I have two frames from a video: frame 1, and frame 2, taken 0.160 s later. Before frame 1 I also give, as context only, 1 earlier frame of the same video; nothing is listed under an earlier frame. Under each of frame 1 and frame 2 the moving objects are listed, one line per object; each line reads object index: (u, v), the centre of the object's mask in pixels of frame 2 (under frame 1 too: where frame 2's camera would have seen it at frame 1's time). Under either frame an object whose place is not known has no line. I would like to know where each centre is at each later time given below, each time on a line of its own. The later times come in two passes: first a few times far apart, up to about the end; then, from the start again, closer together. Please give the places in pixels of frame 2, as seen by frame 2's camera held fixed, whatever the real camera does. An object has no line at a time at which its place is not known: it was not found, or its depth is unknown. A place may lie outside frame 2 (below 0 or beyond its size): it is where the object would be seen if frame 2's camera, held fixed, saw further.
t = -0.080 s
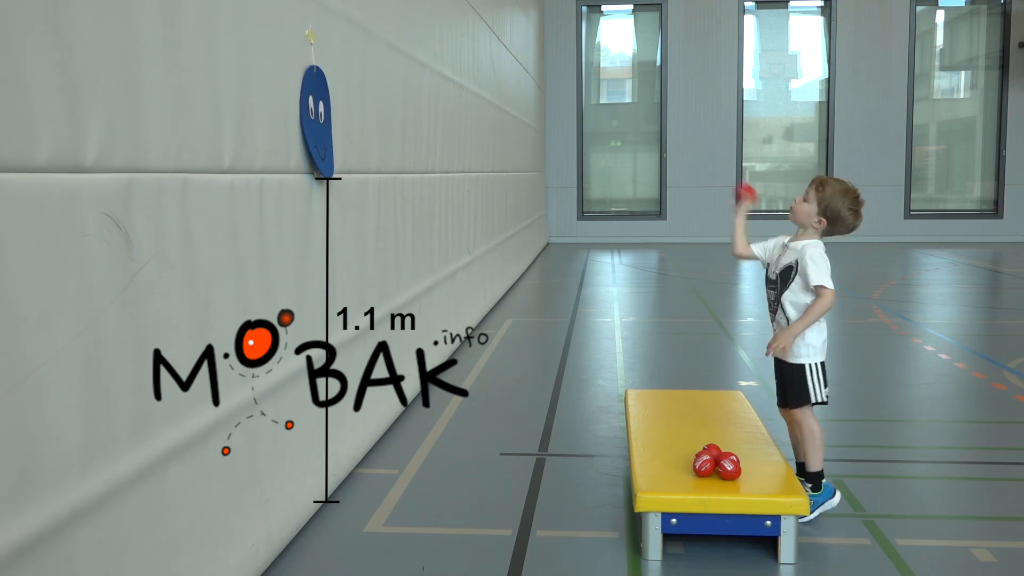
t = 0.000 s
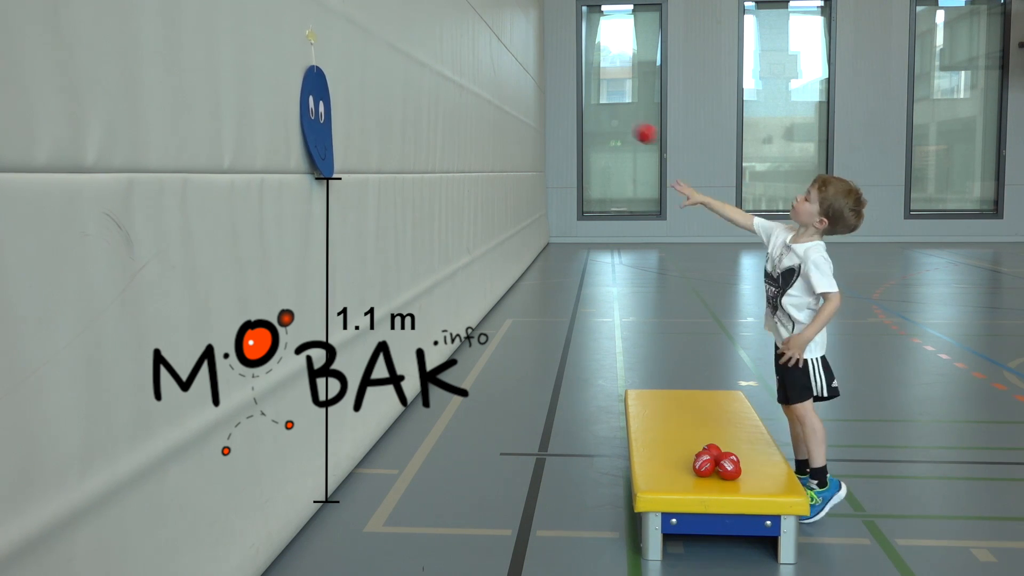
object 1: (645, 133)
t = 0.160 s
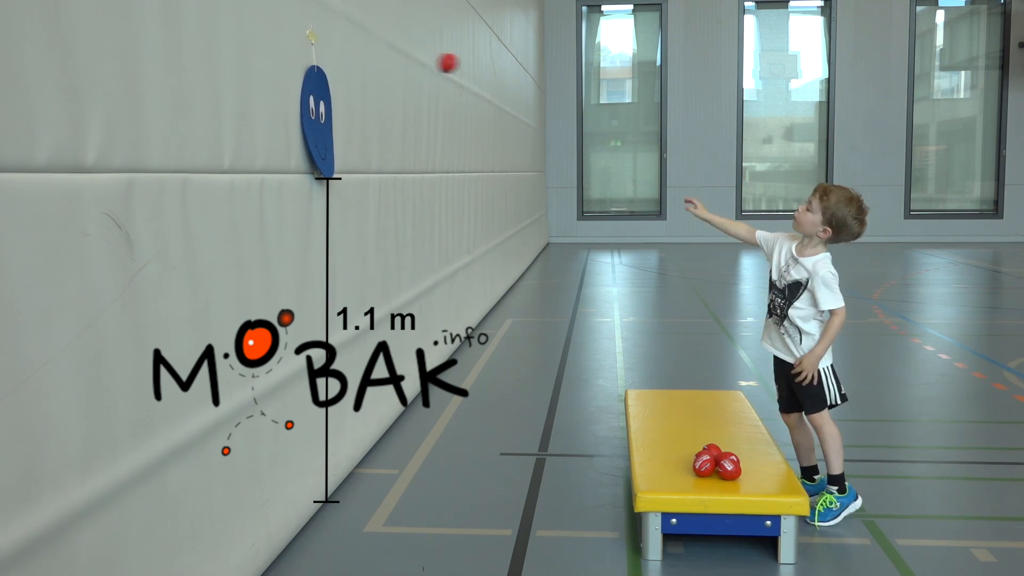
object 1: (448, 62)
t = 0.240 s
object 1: (351, 55)
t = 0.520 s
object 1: (361, 180)
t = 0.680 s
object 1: (392, 351)
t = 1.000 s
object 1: (469, 373)
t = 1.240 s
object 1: (535, 411)
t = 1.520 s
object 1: (592, 432)
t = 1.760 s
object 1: (613, 427)
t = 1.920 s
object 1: (620, 422)
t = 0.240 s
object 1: (351, 55)
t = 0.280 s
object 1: (330, 58)
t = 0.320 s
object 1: (335, 68)
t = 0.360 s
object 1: (340, 82)
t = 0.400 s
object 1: (344, 101)
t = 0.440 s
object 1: (350, 123)
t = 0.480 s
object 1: (355, 149)
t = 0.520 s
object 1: (361, 180)
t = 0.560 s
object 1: (367, 216)
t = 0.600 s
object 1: (375, 257)
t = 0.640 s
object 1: (381, 303)
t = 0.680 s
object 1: (392, 351)
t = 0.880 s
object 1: (432, 409)
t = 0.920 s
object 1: (442, 395)
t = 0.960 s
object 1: (457, 379)
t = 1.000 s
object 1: (469, 373)
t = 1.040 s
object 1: (480, 370)
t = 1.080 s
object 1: (491, 371)
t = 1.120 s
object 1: (502, 376)
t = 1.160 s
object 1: (512, 384)
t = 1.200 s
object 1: (523, 395)
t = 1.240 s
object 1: (535, 411)
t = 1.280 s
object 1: (546, 431)
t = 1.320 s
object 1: (557, 448)
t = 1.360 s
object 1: (565, 438)
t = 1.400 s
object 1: (571, 432)
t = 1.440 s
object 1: (577, 429)
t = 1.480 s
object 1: (584, 428)
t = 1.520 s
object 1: (592, 432)
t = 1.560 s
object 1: (597, 434)
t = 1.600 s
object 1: (600, 429)
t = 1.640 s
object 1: (603, 426)
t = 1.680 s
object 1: (606, 426)
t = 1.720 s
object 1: (609, 429)
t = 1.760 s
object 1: (613, 427)
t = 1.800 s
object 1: (616, 426)
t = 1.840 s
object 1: (619, 424)
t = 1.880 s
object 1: (619, 423)
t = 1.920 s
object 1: (620, 422)
